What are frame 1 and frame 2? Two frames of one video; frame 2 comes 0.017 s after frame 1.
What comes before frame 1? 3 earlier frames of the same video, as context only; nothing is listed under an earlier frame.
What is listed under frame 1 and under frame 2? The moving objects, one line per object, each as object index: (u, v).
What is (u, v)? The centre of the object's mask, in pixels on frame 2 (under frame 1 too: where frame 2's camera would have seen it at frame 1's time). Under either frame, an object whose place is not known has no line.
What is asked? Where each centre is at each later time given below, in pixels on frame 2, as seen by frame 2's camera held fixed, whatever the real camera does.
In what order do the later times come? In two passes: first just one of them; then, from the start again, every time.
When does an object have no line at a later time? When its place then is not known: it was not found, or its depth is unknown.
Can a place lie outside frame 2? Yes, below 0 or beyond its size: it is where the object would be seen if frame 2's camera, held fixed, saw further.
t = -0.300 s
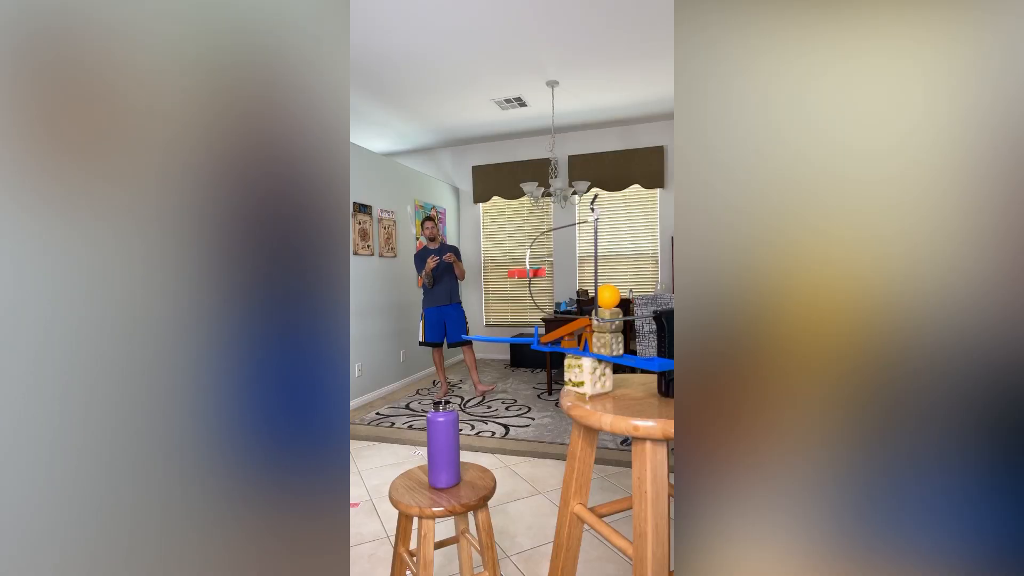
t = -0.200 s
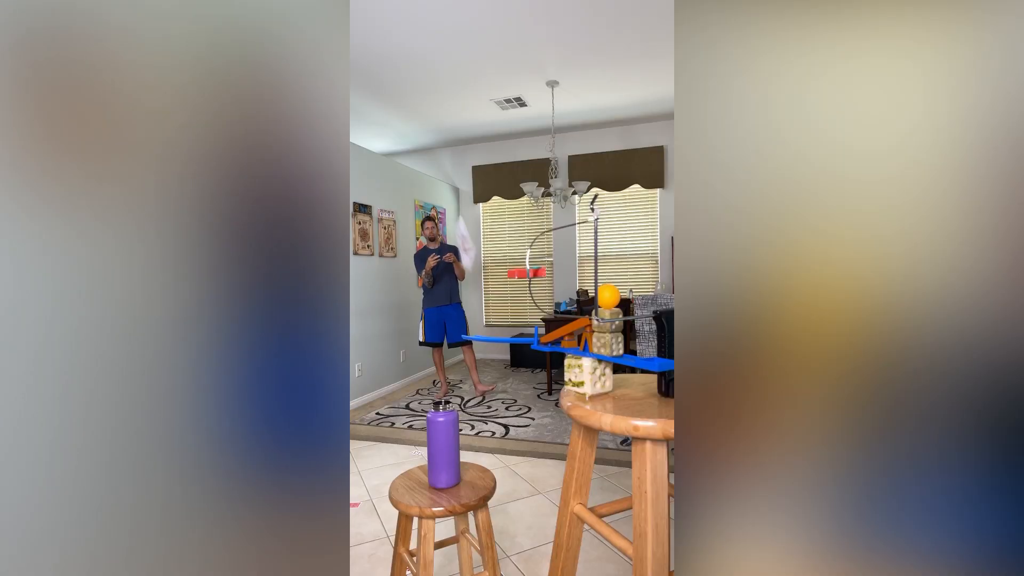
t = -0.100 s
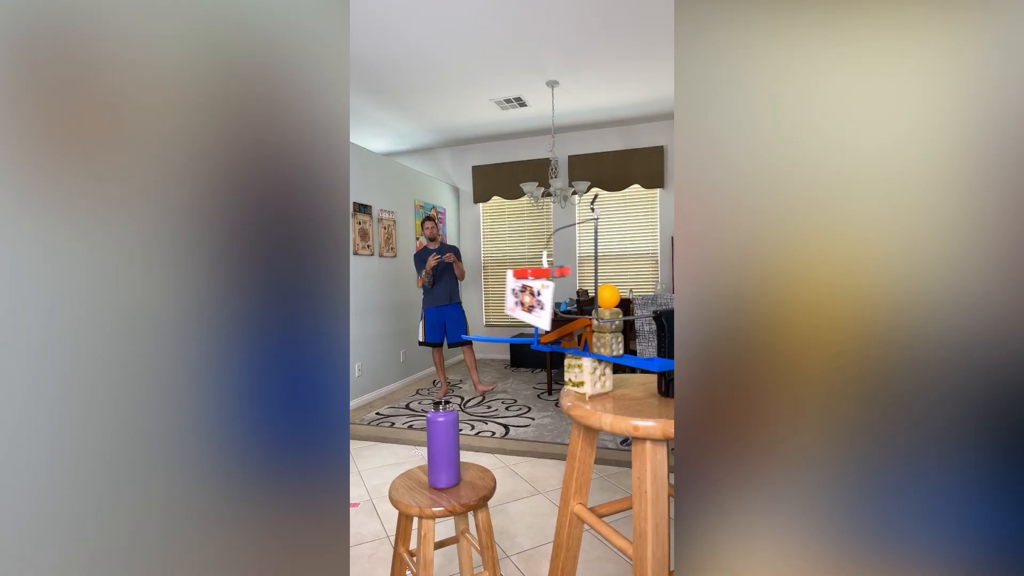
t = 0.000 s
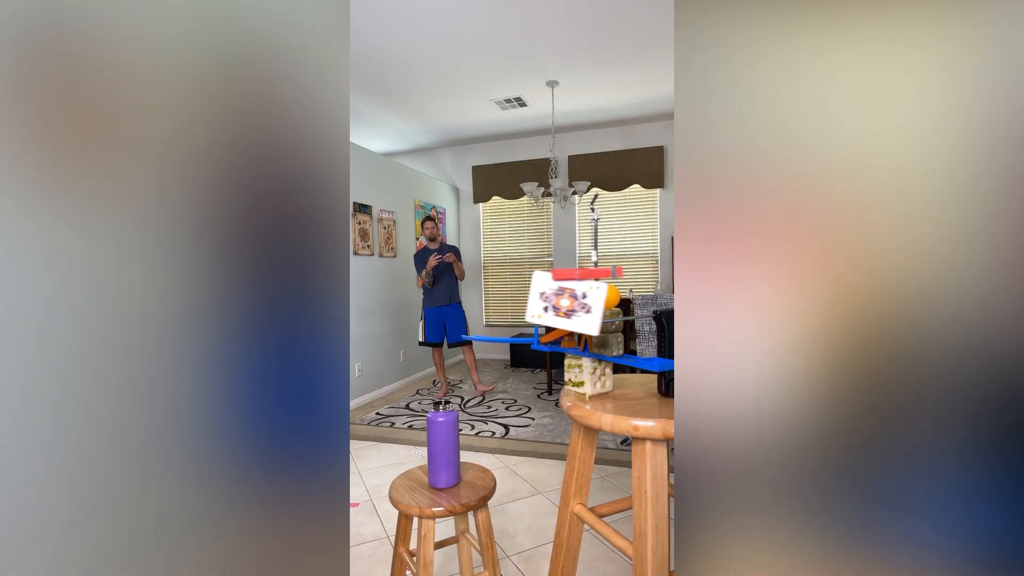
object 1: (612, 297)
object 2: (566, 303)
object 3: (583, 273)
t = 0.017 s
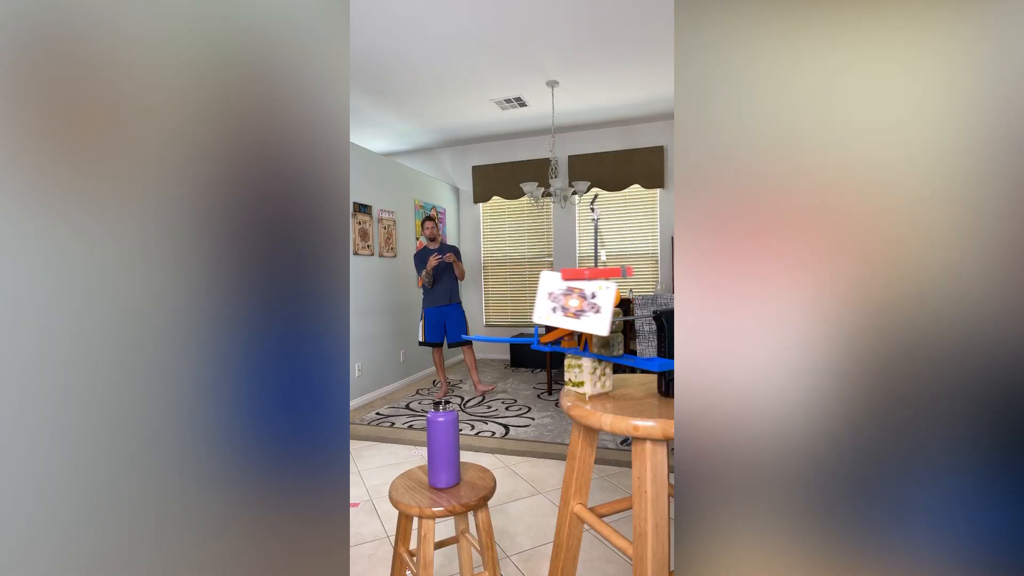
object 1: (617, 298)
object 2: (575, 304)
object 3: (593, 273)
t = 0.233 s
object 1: (608, 296)
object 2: (669, 299)
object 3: (668, 270)
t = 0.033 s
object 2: (584, 304)
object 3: (603, 273)
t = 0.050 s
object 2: (592, 303)
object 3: (612, 273)
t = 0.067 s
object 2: (601, 303)
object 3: (622, 272)
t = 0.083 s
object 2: (611, 303)
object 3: (631, 272)
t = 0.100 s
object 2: (620, 303)
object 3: (642, 271)
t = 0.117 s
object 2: (628, 302)
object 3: (646, 271)
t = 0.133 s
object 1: (603, 295)
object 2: (636, 302)
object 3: (651, 271)
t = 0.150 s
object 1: (608, 296)
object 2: (644, 301)
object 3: (656, 270)
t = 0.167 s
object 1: (608, 296)
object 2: (651, 301)
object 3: (659, 270)
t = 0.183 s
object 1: (608, 296)
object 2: (657, 300)
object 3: (663, 270)
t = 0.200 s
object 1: (608, 296)
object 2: (661, 300)
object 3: (665, 270)
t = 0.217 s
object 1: (608, 296)
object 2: (665, 299)
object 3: (666, 270)
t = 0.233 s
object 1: (608, 296)
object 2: (669, 299)
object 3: (668, 270)
